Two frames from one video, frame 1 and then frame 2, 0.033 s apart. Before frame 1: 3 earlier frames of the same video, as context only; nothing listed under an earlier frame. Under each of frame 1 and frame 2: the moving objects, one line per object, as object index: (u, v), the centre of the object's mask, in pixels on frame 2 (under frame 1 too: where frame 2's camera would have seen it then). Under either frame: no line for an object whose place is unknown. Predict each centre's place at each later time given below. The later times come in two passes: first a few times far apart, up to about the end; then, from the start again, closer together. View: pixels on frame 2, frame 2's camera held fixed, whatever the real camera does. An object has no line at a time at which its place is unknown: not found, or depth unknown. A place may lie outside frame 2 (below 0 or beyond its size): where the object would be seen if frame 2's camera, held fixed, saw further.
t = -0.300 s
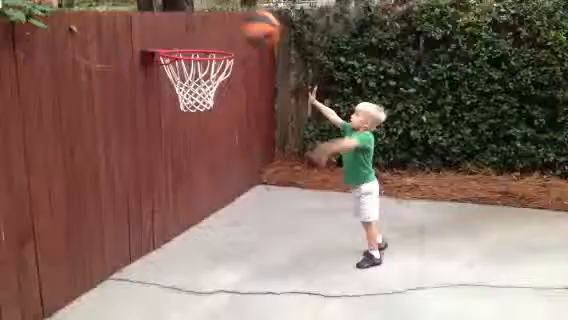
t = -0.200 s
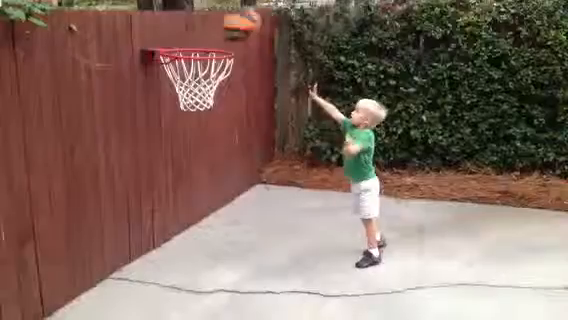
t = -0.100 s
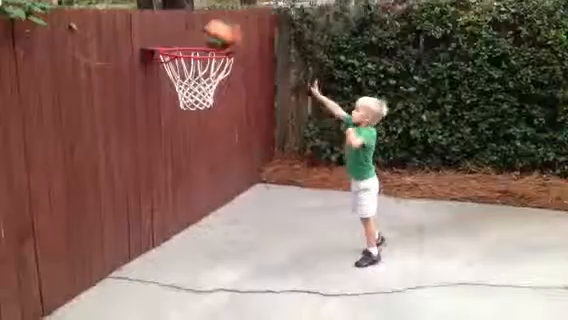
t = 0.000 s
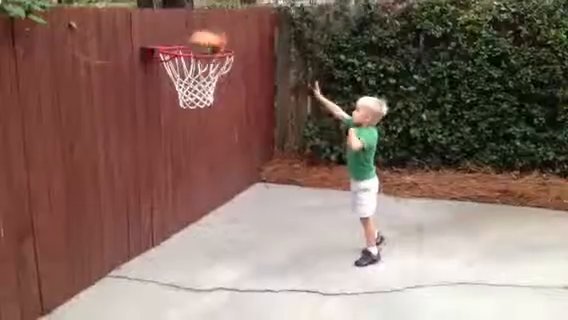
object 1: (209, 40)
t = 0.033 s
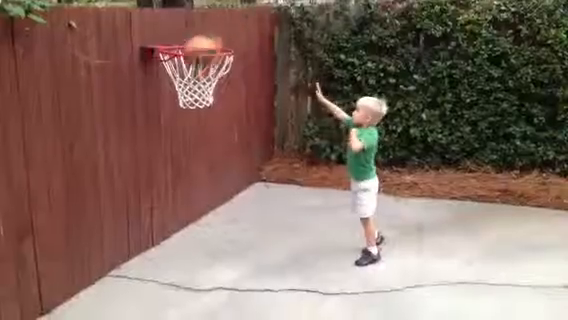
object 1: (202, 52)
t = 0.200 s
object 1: (183, 107)
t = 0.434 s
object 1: (181, 145)
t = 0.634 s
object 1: (183, 211)
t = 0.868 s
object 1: (196, 139)
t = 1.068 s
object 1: (208, 131)
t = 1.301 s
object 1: (225, 181)
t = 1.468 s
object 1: (233, 167)
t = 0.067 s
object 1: (198, 58)
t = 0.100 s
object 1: (196, 70)
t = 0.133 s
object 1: (193, 82)
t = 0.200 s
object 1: (183, 107)
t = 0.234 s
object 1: (184, 106)
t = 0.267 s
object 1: (184, 107)
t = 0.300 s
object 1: (184, 110)
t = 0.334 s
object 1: (180, 114)
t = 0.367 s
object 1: (180, 123)
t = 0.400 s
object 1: (180, 132)
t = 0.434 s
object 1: (181, 145)
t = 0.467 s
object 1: (180, 159)
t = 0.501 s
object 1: (181, 174)
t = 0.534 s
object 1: (181, 192)
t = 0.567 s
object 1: (180, 212)
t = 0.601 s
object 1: (180, 229)
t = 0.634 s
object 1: (183, 211)
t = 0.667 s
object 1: (185, 195)
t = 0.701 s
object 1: (187, 181)
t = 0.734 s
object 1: (189, 173)
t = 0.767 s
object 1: (189, 162)
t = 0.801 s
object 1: (190, 152)
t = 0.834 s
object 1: (194, 145)
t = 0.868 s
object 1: (196, 139)
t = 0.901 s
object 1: (200, 133)
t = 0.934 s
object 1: (202, 129)
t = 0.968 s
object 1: (202, 130)
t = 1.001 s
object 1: (204, 129)
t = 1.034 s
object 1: (206, 129)
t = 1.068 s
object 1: (208, 131)
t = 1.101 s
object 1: (211, 136)
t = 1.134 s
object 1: (214, 141)
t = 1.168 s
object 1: (216, 146)
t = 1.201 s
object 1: (217, 154)
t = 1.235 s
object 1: (219, 161)
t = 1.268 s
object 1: (222, 171)
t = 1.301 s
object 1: (225, 181)
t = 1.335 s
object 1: (228, 194)
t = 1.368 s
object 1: (233, 192)
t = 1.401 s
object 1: (235, 182)
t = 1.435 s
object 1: (237, 170)
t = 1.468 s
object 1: (233, 167)
